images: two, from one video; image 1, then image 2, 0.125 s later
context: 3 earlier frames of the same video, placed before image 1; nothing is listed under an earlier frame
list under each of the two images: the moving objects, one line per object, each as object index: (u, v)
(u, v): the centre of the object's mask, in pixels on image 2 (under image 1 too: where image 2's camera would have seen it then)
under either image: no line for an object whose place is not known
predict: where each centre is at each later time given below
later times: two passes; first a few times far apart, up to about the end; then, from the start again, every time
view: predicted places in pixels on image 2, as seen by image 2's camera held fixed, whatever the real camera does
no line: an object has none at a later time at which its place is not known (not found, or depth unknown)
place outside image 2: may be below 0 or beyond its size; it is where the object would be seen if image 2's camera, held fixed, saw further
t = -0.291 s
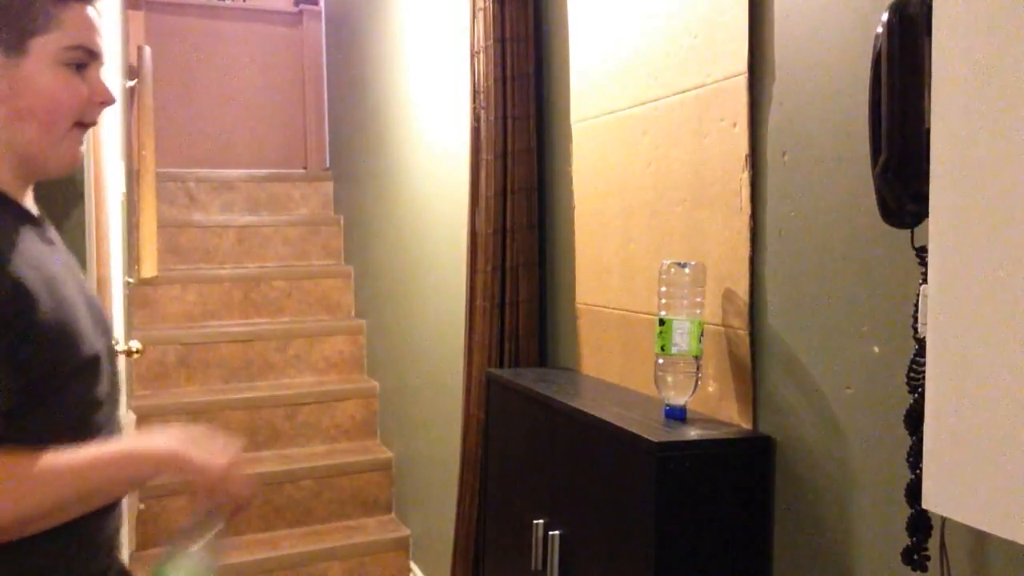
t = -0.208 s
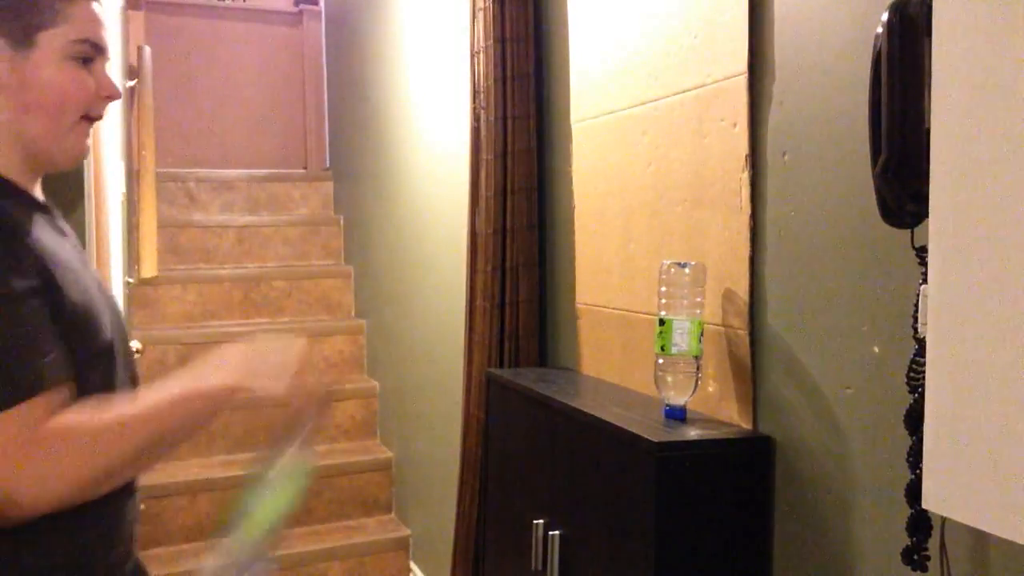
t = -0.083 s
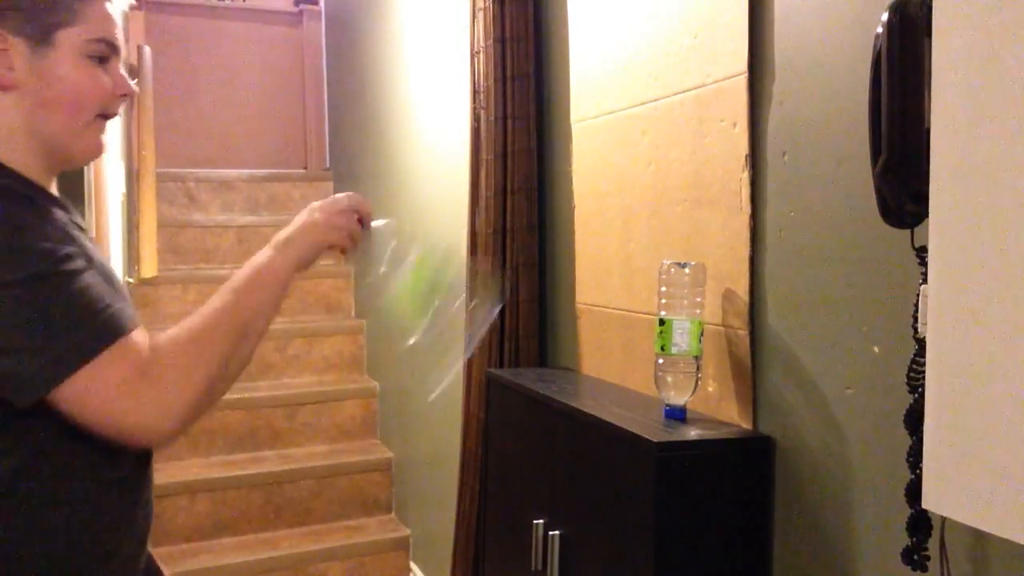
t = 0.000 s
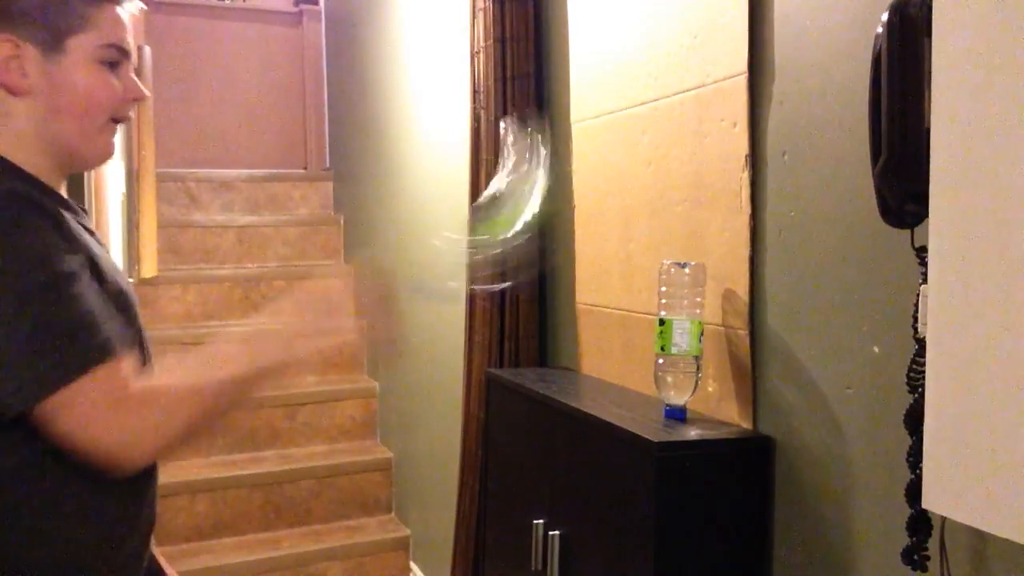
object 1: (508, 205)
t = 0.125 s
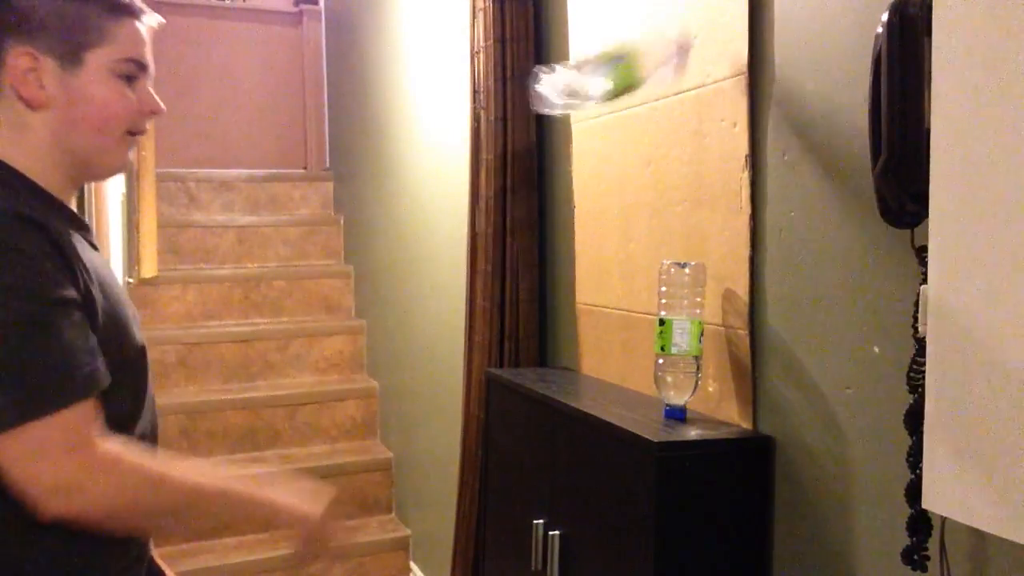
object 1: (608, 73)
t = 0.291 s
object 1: (680, 124)
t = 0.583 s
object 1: (696, 186)
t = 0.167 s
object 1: (623, 66)
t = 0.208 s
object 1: (641, 76)
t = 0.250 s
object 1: (661, 94)
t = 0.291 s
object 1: (680, 124)
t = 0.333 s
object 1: (692, 174)
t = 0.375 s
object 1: (693, 187)
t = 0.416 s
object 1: (693, 187)
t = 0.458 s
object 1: (694, 186)
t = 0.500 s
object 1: (695, 186)
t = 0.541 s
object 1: (696, 186)
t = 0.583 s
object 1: (696, 186)
